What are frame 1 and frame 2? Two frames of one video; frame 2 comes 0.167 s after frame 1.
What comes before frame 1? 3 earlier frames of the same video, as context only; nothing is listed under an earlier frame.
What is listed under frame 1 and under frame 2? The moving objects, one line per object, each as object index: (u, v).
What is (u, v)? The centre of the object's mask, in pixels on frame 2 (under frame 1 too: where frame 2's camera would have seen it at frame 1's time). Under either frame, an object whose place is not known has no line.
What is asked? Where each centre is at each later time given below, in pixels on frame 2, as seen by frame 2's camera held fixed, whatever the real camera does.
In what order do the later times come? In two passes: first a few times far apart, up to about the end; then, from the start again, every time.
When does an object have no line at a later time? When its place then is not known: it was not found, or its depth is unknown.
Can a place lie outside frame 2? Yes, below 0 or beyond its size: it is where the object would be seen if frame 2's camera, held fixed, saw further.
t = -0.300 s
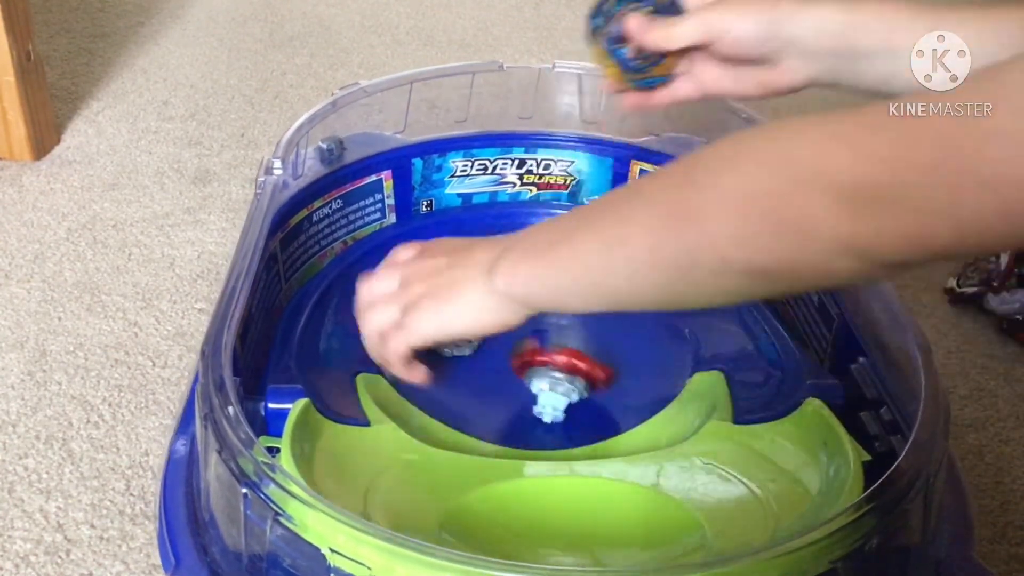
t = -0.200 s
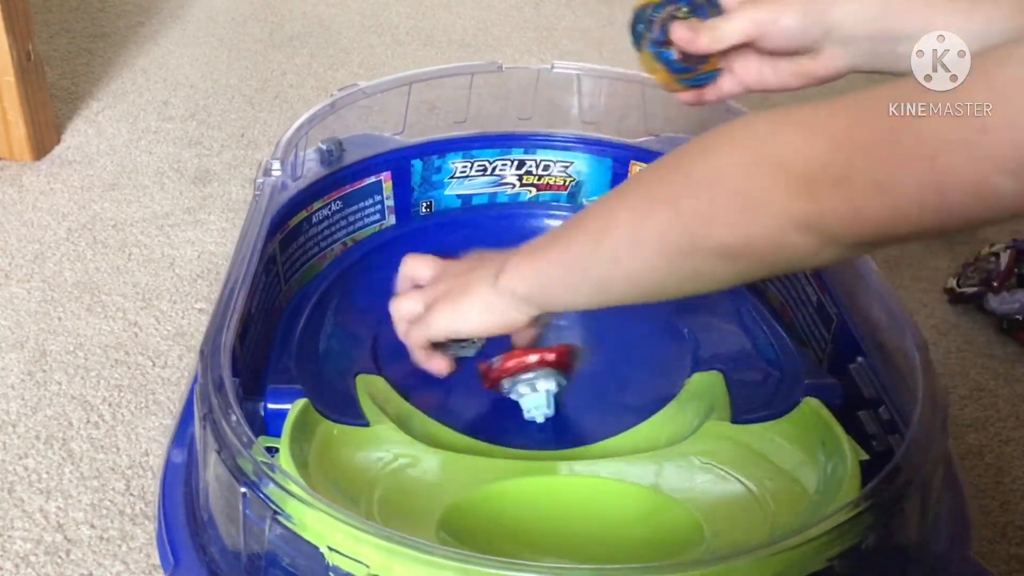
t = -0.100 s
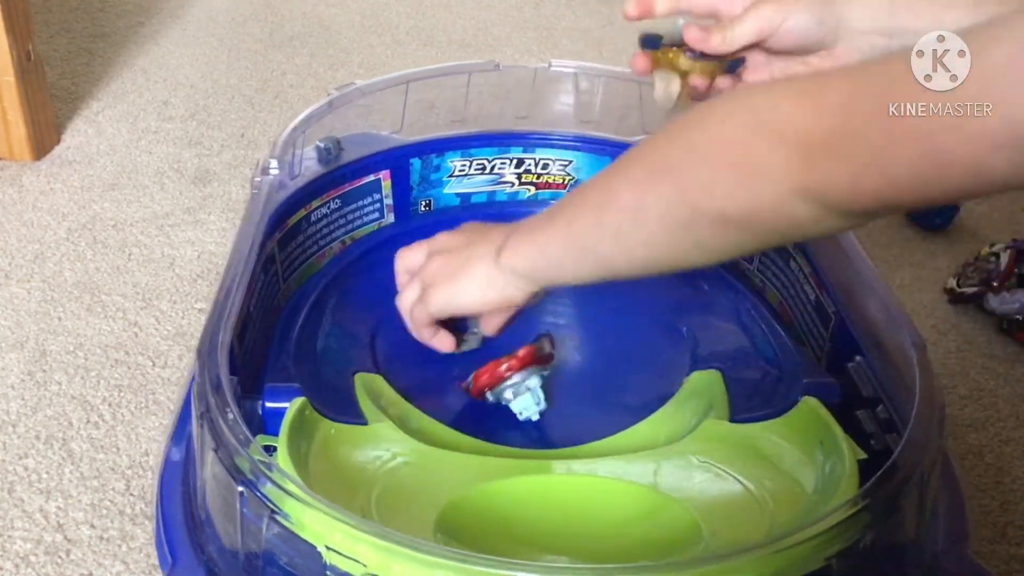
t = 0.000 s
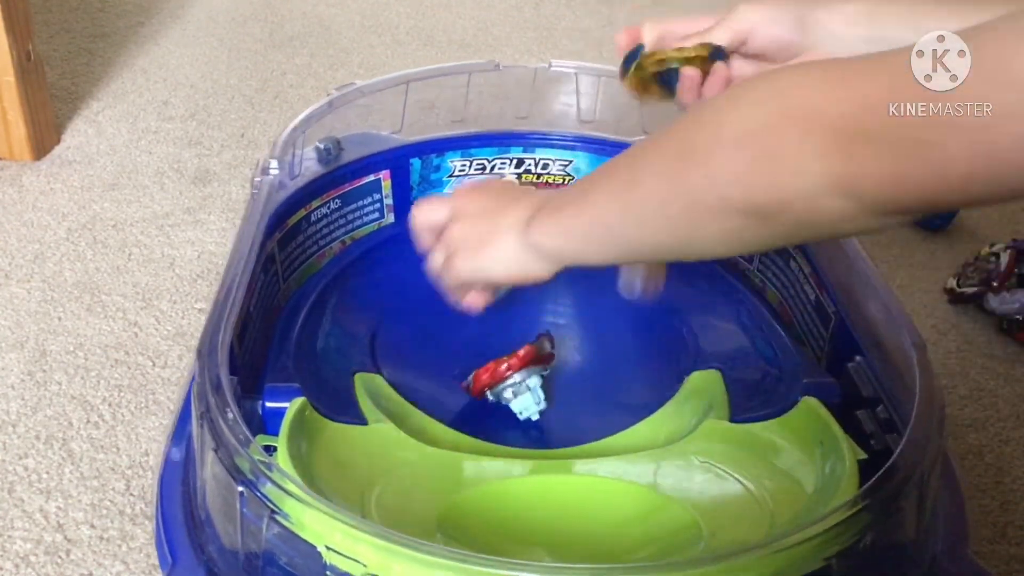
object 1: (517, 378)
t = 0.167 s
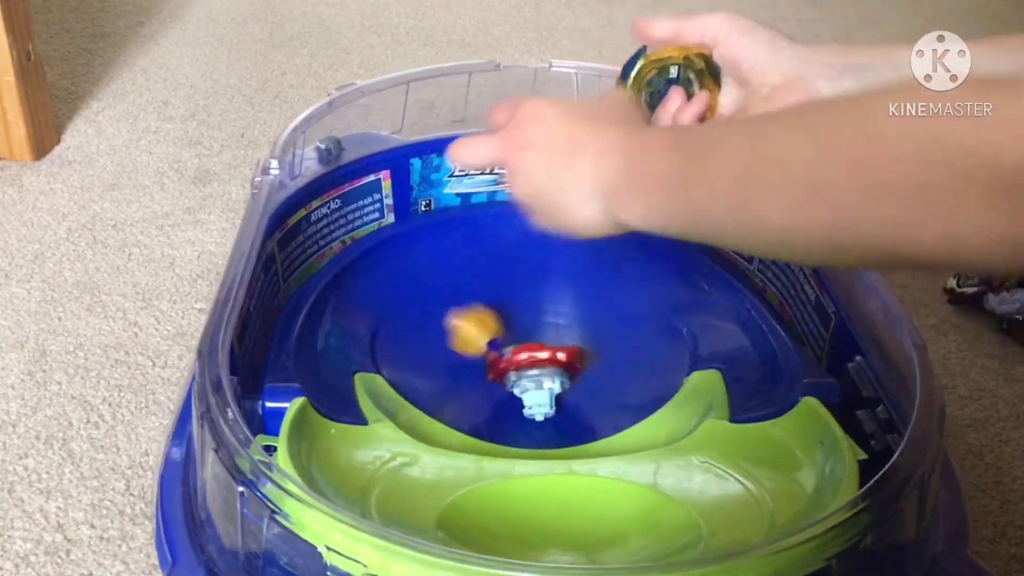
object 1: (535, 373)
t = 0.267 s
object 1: (551, 372)
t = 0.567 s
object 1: (567, 376)
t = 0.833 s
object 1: (566, 376)
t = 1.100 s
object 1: (566, 376)
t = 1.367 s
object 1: (566, 376)
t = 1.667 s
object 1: (566, 376)
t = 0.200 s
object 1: (541, 372)
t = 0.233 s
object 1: (546, 371)
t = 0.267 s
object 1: (551, 372)
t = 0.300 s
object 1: (554, 372)
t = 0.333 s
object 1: (557, 373)
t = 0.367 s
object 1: (560, 373)
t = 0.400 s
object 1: (562, 374)
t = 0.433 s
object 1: (564, 374)
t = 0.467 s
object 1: (565, 375)
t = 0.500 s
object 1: (567, 376)
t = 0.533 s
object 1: (568, 376)
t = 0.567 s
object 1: (567, 376)
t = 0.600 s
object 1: (566, 375)
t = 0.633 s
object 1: (566, 375)
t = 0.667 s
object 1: (565, 375)
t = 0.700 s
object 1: (565, 376)
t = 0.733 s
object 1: (566, 376)
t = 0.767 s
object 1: (566, 376)
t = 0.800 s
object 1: (566, 376)
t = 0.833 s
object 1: (566, 376)
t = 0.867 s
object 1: (566, 376)
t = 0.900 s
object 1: (566, 376)
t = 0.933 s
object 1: (566, 376)
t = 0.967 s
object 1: (566, 376)
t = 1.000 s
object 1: (566, 376)
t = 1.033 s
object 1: (566, 376)
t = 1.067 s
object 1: (566, 376)
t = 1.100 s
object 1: (566, 376)
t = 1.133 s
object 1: (566, 376)
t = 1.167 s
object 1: (566, 376)
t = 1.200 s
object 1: (566, 376)
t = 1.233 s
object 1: (566, 376)
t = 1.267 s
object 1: (566, 376)
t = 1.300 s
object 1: (566, 376)
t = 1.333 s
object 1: (566, 376)
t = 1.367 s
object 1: (566, 376)
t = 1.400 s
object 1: (566, 376)
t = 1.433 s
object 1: (566, 376)
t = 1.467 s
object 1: (566, 376)
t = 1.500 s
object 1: (566, 376)
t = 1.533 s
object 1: (566, 376)
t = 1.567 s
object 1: (566, 376)
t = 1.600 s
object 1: (566, 376)
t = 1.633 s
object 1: (566, 376)
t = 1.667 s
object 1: (566, 376)
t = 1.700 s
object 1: (566, 376)
